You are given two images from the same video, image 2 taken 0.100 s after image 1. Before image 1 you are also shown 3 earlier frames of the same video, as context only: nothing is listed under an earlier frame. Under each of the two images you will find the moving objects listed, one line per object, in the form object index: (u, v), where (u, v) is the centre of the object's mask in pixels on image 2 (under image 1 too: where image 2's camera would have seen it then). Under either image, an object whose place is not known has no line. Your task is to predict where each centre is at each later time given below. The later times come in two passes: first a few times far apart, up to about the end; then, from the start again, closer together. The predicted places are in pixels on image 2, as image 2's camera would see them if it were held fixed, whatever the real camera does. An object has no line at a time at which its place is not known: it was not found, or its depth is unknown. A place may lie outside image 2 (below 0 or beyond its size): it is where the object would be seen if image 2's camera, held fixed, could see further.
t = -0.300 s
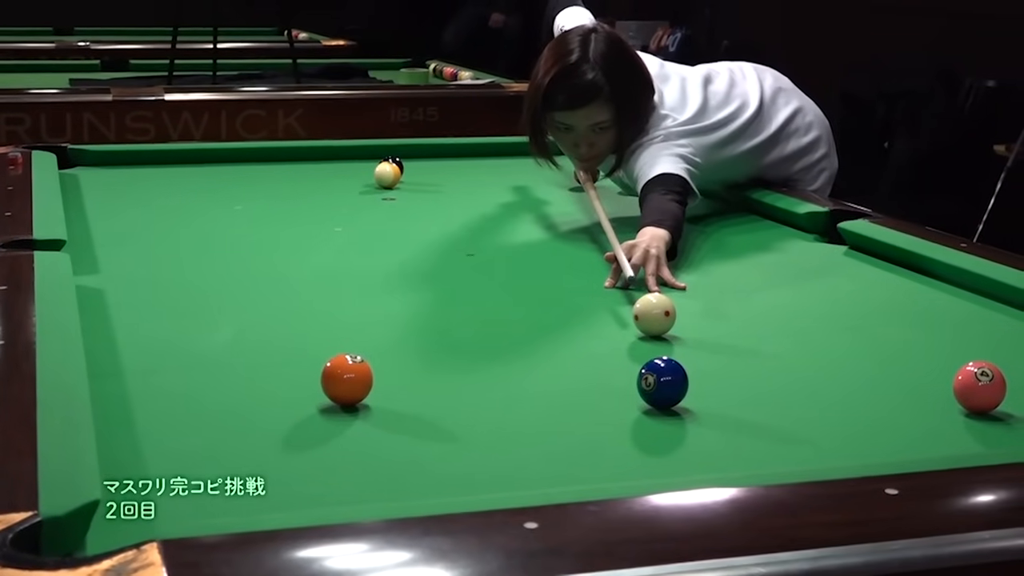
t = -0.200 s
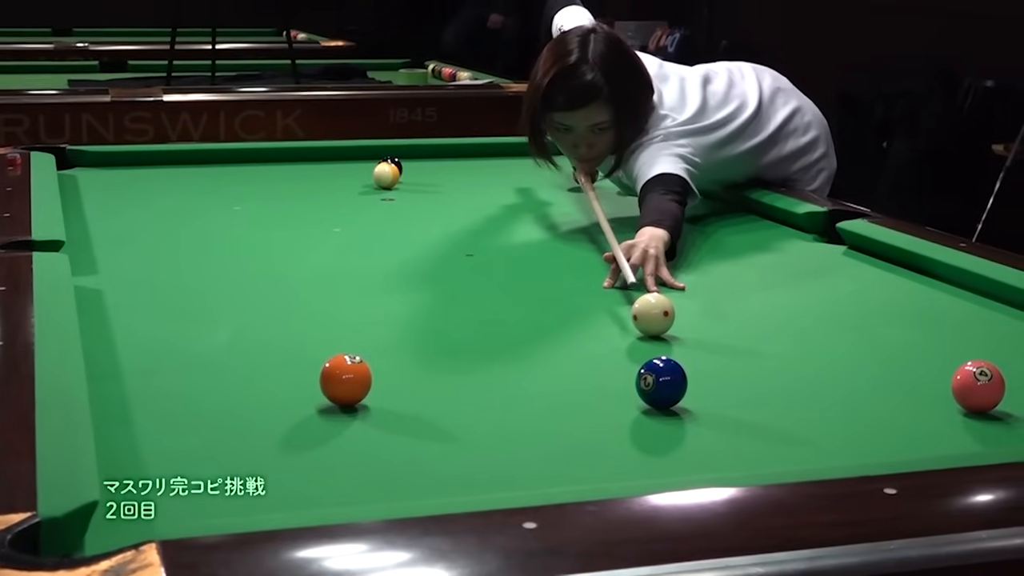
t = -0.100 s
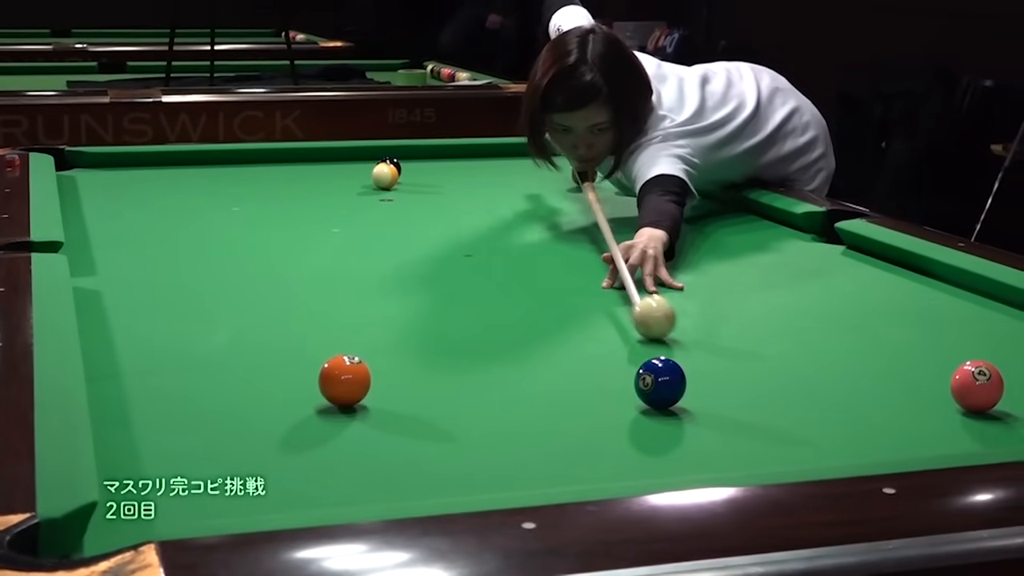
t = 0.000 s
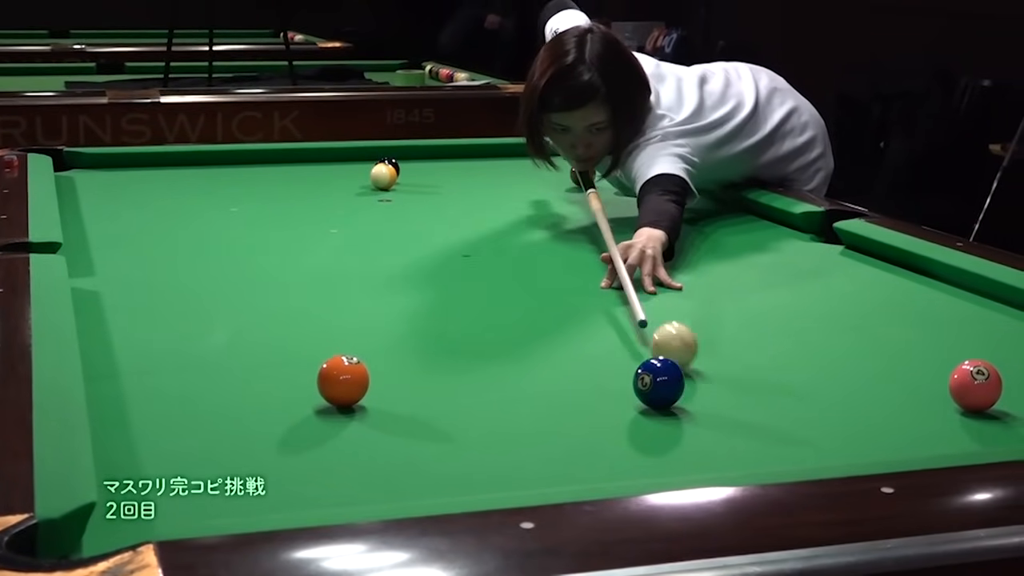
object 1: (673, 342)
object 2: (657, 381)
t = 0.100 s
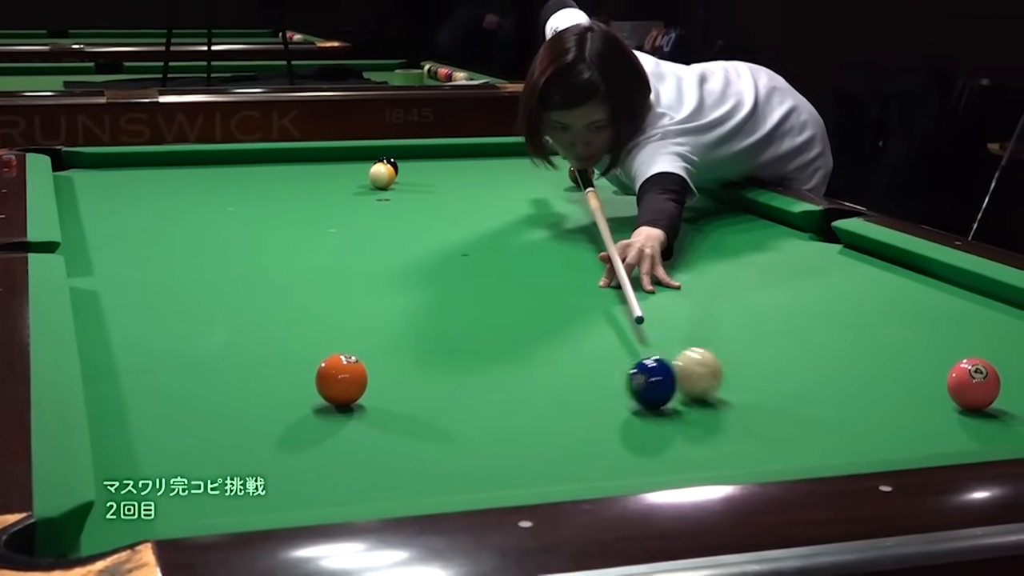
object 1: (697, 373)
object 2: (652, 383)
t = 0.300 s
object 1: (824, 416)
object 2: (572, 408)
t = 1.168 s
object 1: (736, 374)
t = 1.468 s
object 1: (681, 350)
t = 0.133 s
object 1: (718, 379)
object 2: (637, 387)
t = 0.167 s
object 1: (740, 386)
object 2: (623, 392)
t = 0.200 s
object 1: (761, 393)
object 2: (610, 396)
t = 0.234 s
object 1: (782, 401)
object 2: (597, 400)
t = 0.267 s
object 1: (803, 408)
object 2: (585, 404)
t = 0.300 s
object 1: (824, 416)
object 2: (572, 408)
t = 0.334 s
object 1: (847, 424)
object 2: (560, 412)
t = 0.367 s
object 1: (870, 431)
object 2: (547, 416)
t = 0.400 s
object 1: (893, 435)
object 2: (534, 420)
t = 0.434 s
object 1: (917, 438)
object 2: (521, 424)
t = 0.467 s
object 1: (921, 438)
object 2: (507, 429)
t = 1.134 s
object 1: (743, 376)
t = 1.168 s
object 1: (736, 374)
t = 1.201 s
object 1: (729, 370)
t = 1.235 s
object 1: (723, 368)
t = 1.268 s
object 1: (717, 365)
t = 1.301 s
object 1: (710, 363)
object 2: (112, 521)
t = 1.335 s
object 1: (704, 360)
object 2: (115, 522)
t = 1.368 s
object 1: (698, 358)
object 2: (115, 523)
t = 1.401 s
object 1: (692, 355)
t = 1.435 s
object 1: (686, 353)
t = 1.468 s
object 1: (681, 350)
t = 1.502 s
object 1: (675, 348)
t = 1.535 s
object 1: (670, 346)
